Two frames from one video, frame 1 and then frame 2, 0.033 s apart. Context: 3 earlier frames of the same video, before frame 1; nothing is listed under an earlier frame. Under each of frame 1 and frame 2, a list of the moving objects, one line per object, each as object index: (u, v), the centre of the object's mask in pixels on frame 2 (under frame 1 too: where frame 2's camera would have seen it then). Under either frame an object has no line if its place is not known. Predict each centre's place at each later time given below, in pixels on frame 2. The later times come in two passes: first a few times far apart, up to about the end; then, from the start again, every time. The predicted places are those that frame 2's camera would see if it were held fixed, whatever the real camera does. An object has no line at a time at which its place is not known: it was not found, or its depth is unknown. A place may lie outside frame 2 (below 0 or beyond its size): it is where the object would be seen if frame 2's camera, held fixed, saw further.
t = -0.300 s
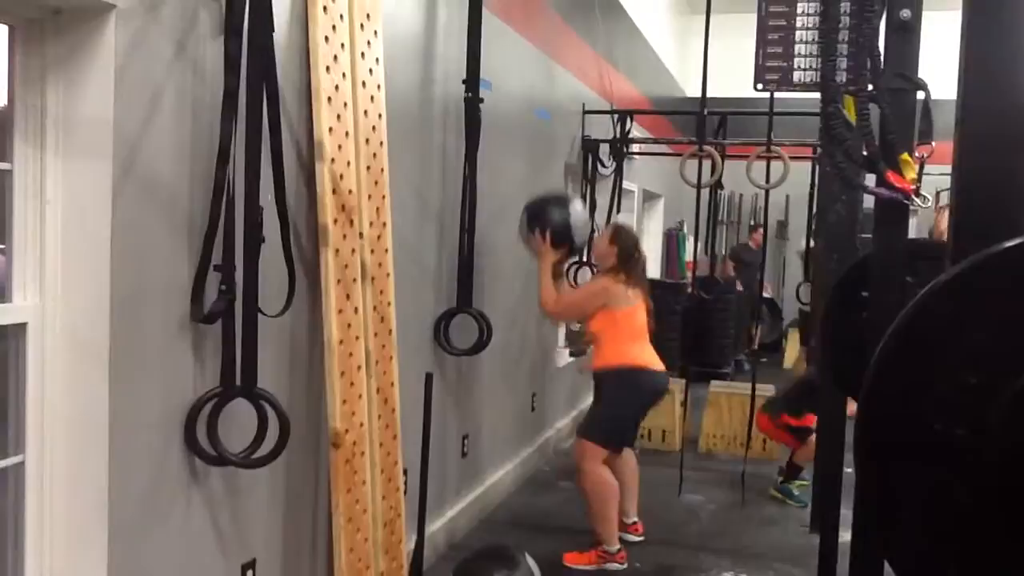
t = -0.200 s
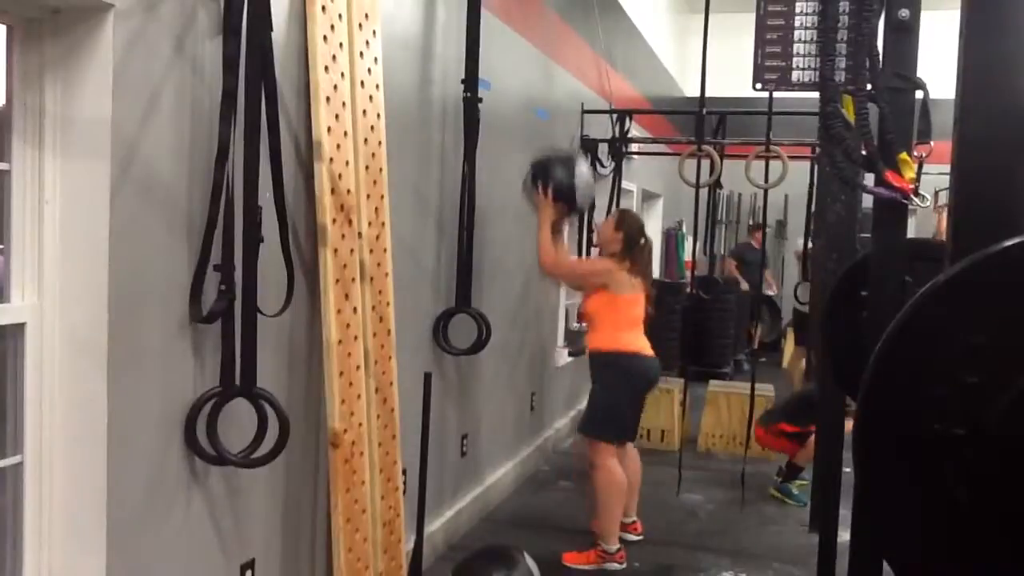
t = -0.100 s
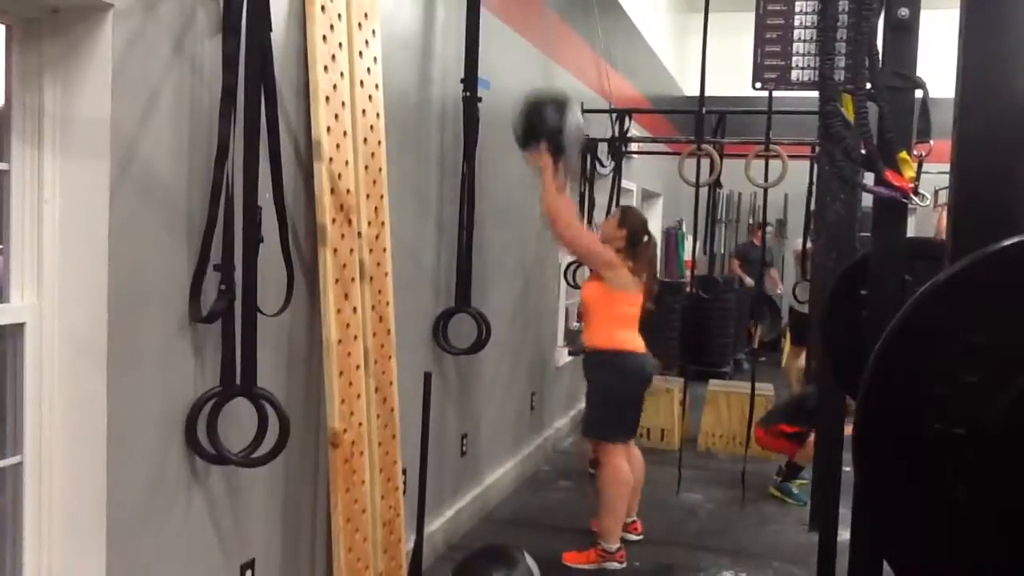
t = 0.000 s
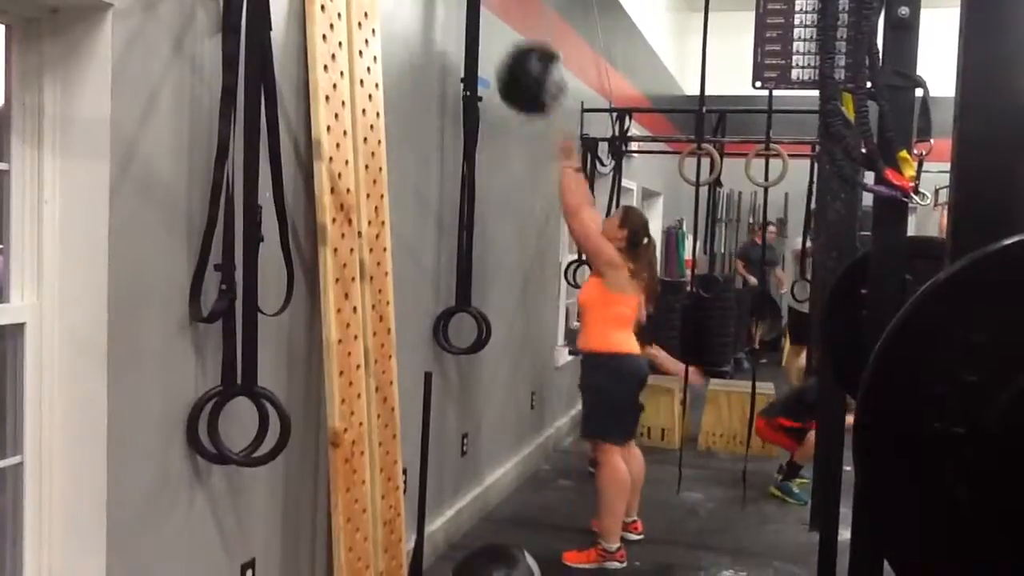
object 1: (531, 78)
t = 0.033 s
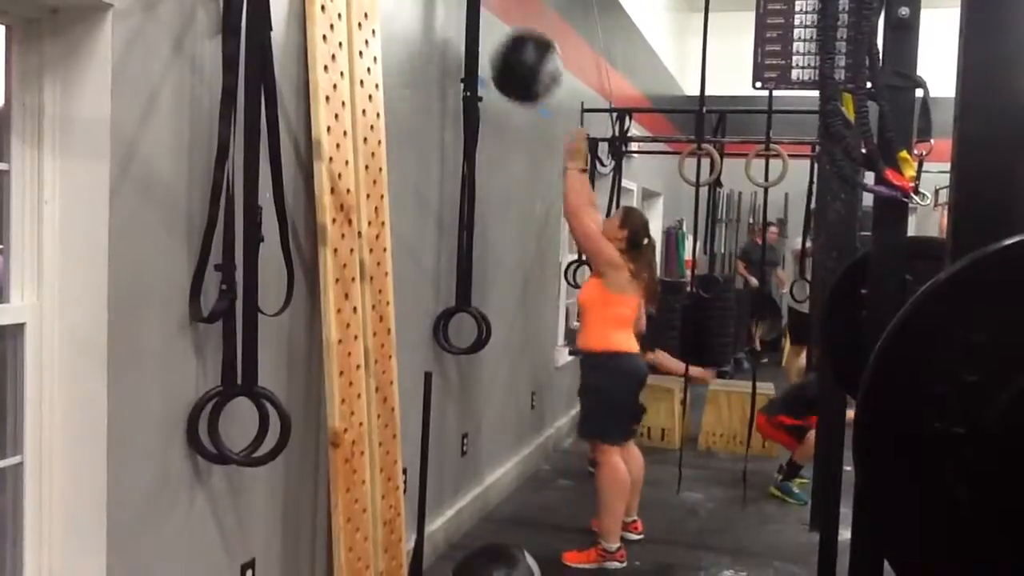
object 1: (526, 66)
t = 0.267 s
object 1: (516, 46)
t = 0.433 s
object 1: (526, 95)
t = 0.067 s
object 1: (520, 57)
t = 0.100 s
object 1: (514, 50)
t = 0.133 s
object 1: (510, 45)
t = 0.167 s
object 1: (510, 42)
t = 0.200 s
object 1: (512, 41)
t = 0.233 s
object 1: (513, 42)
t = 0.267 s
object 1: (516, 46)
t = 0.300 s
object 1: (518, 52)
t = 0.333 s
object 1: (520, 59)
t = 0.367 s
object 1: (522, 69)
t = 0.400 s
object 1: (524, 81)
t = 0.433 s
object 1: (526, 95)
